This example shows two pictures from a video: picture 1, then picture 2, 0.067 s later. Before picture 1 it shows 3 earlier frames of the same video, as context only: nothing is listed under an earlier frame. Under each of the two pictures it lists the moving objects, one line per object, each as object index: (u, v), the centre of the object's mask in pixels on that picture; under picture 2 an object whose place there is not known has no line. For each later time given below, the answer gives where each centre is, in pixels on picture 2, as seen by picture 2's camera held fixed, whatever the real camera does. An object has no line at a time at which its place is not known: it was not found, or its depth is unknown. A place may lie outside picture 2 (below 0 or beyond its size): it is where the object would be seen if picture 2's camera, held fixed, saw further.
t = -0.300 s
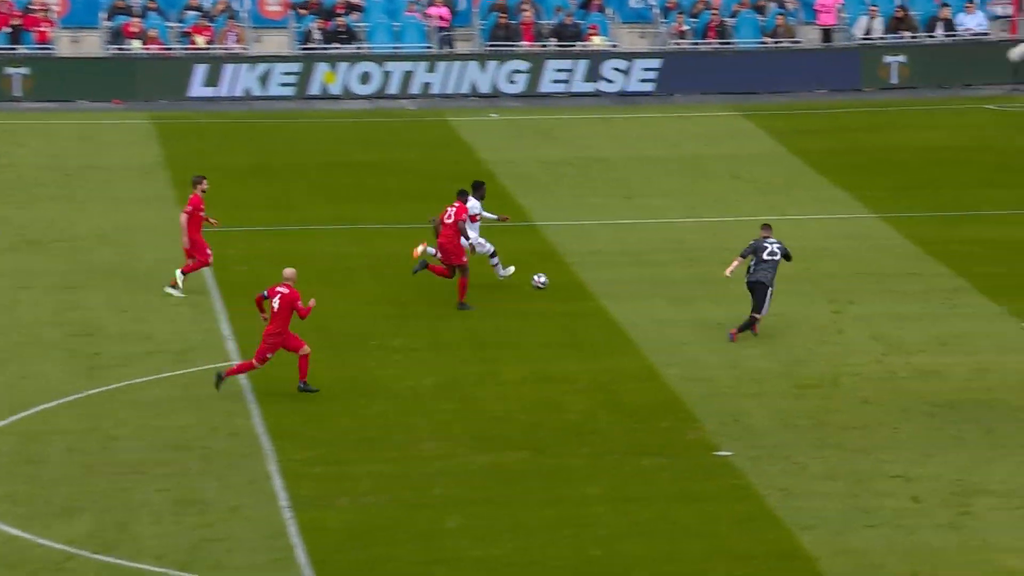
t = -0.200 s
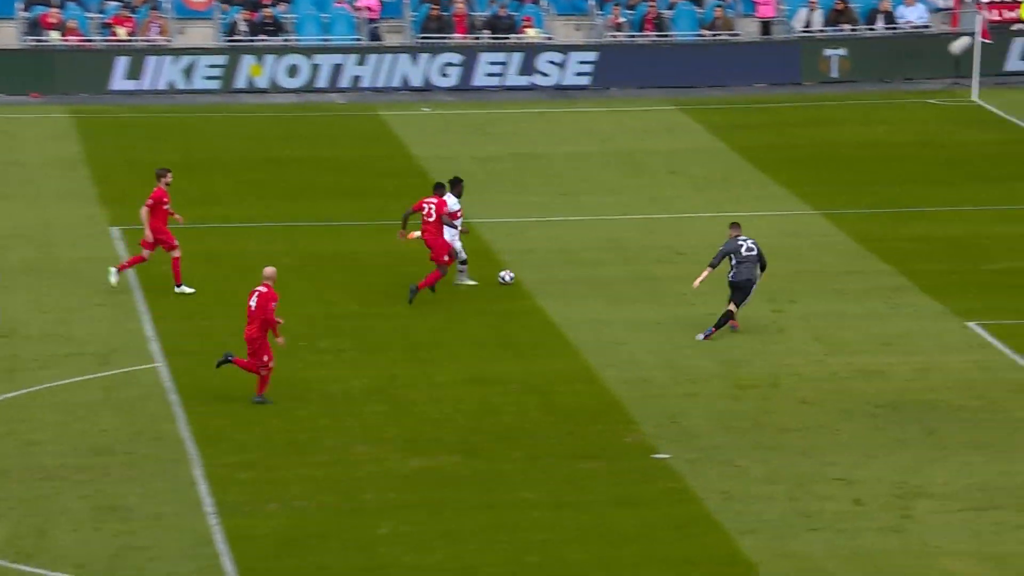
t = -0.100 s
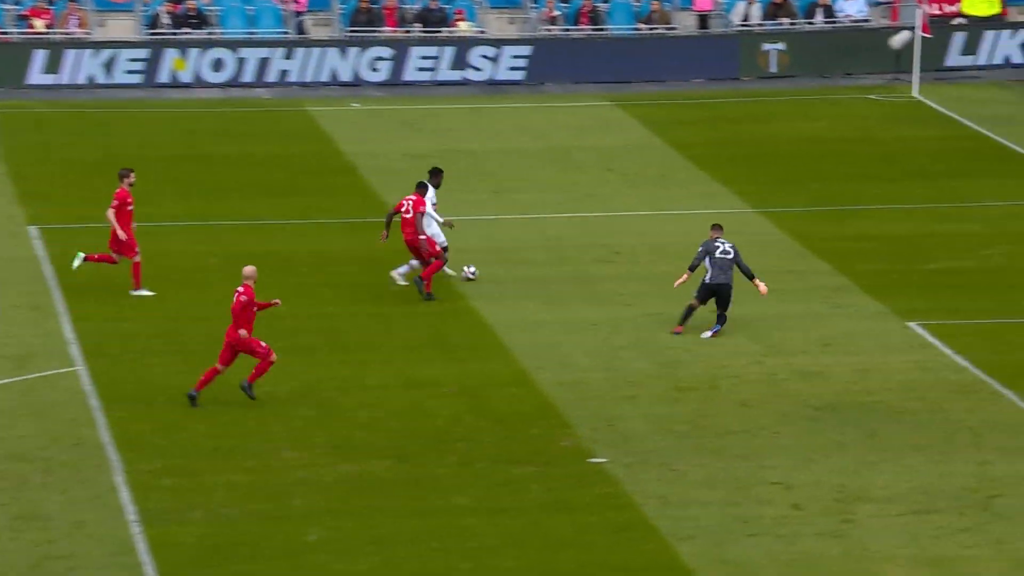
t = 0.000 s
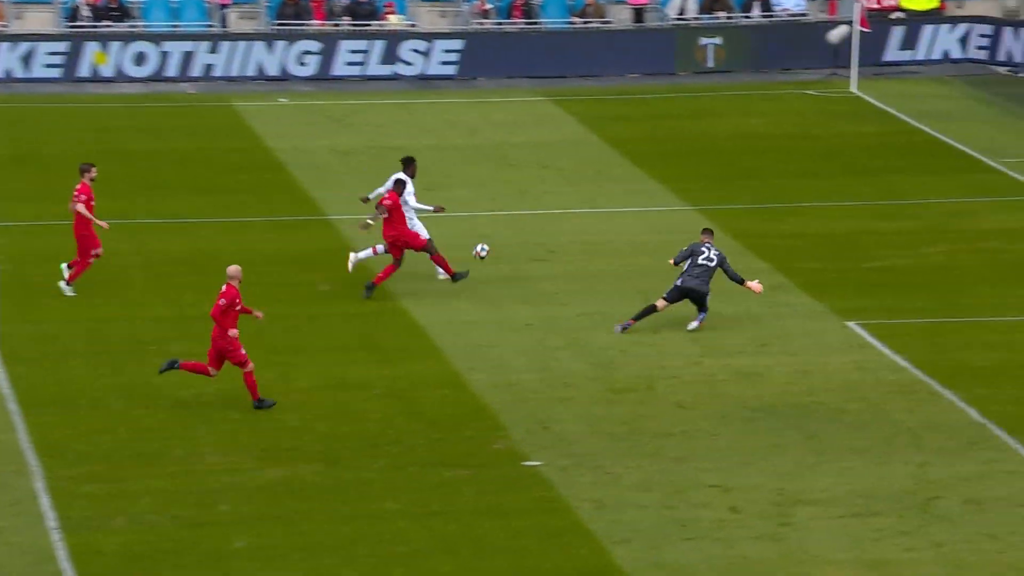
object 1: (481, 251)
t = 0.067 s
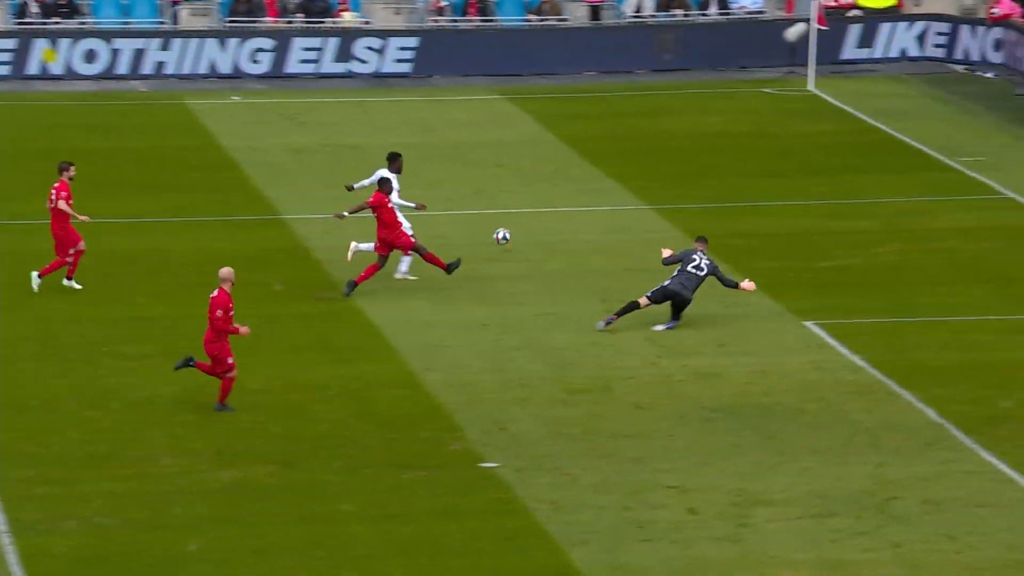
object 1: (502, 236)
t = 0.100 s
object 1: (533, 231)
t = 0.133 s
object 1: (564, 225)
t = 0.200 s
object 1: (626, 219)
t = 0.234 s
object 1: (656, 215)
